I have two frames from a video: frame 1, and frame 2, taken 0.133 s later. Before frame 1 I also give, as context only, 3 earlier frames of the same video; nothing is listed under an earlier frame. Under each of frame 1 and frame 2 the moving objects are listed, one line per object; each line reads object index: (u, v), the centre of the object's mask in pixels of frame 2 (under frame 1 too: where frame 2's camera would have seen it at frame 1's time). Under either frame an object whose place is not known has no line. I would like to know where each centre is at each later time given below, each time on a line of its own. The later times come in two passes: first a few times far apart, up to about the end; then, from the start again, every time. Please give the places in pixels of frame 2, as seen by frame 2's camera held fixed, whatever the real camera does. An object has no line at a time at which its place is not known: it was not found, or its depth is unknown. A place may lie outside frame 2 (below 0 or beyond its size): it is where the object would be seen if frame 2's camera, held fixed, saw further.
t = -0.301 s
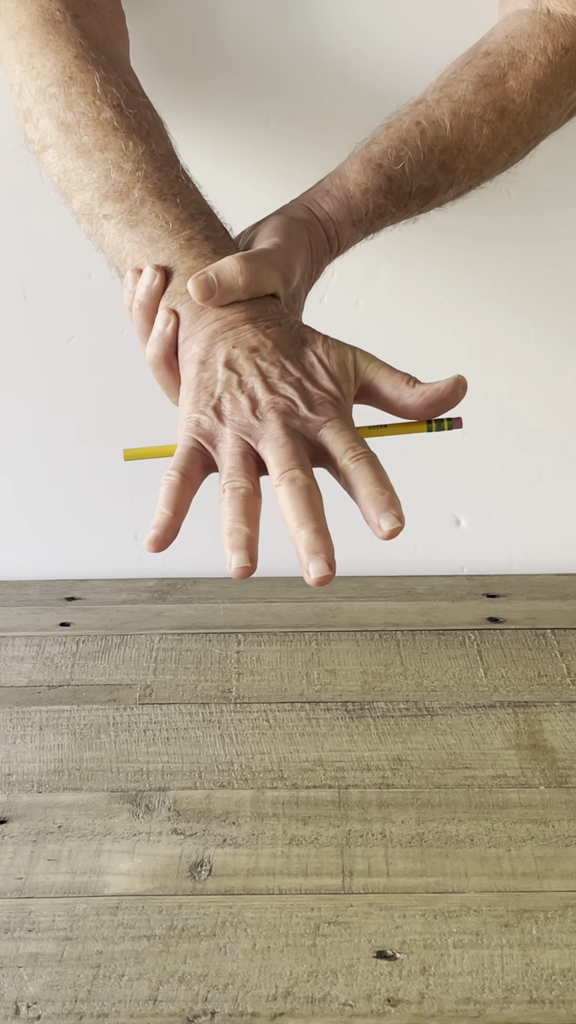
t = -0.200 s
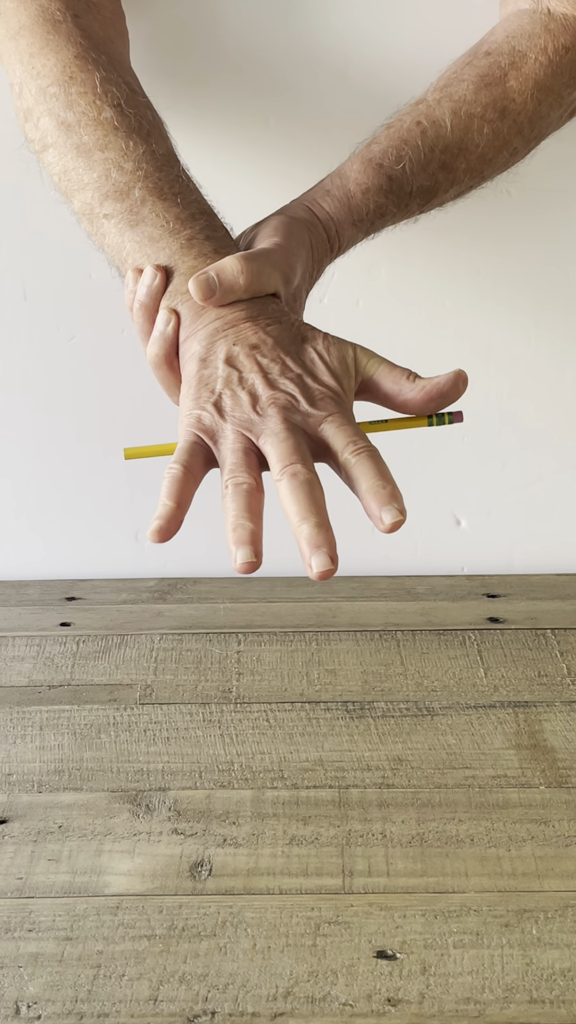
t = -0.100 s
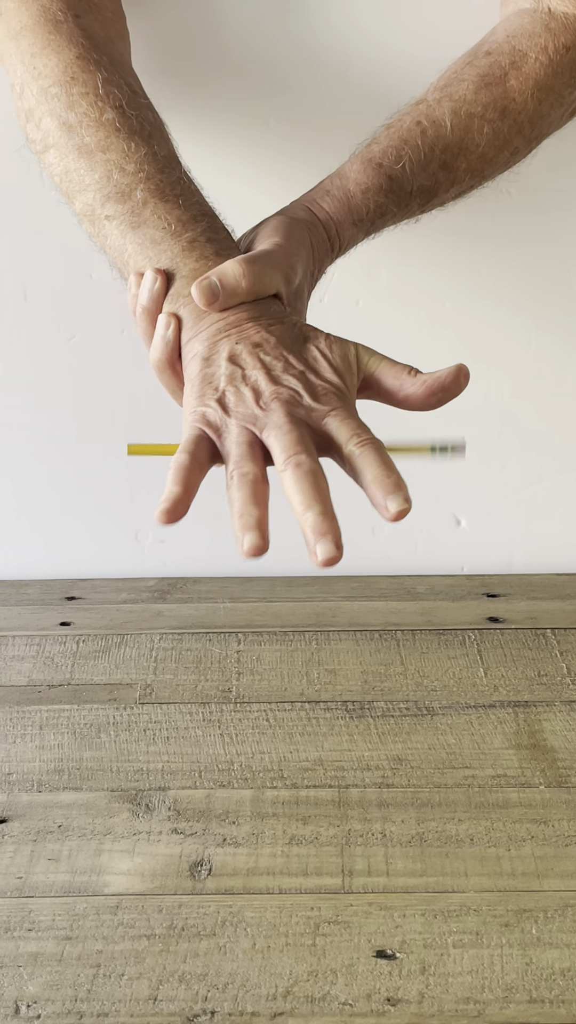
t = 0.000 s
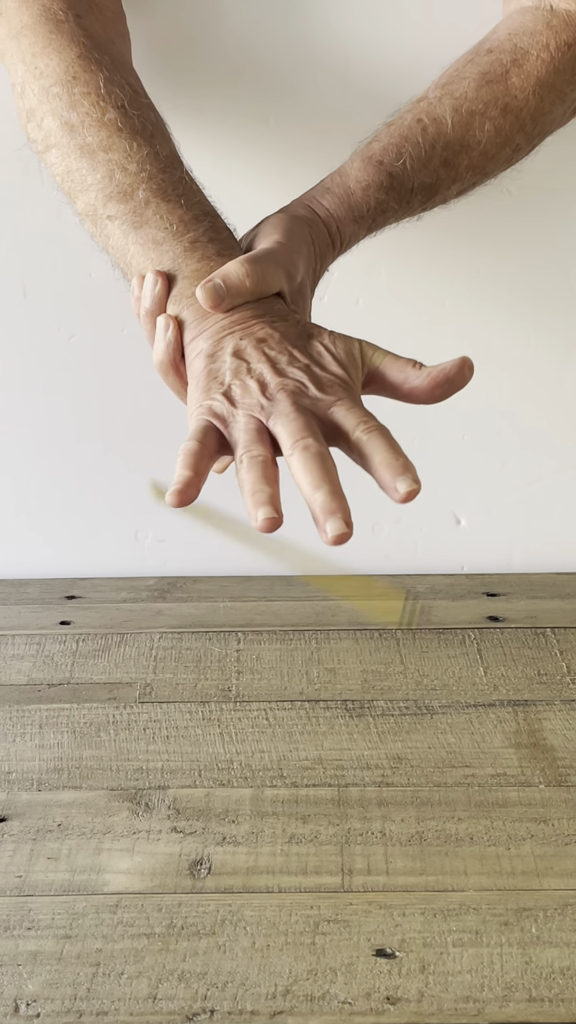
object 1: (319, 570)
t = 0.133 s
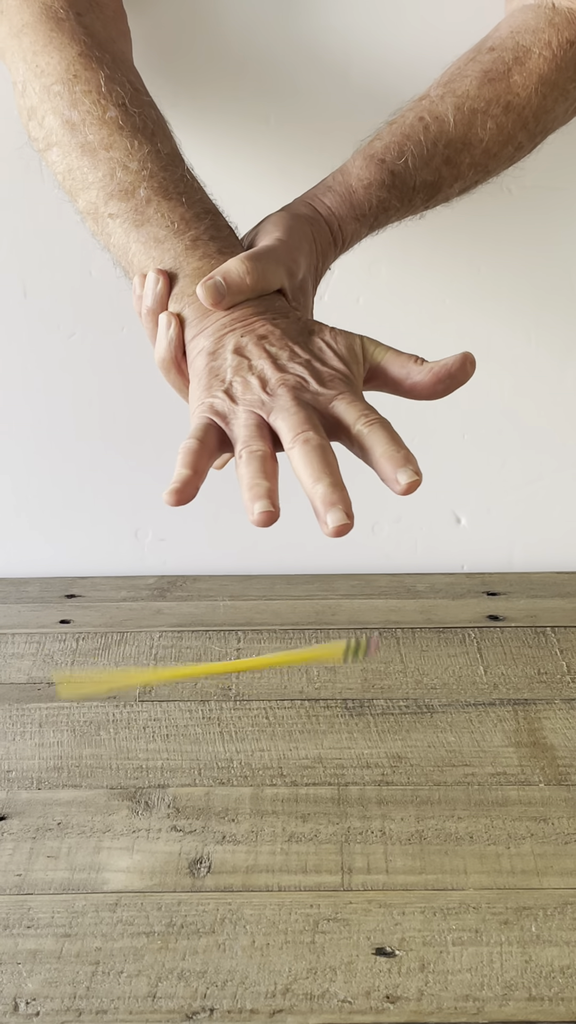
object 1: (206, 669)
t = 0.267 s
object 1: (175, 695)
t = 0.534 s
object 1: (172, 733)
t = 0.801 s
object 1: (173, 756)
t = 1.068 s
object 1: (176, 782)
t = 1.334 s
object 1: (177, 787)
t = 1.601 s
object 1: (175, 780)
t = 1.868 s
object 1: (174, 768)
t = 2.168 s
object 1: (175, 767)
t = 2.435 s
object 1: (174, 767)
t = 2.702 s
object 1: (175, 767)
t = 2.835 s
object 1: (174, 767)
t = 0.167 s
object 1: (209, 674)
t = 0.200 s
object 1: (190, 673)
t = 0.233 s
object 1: (159, 682)
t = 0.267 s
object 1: (175, 695)
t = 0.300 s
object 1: (178, 701)
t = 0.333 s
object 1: (166, 706)
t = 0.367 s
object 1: (180, 706)
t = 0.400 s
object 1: (165, 717)
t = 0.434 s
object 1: (171, 721)
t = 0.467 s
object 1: (175, 725)
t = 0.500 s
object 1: (172, 730)
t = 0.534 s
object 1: (172, 733)
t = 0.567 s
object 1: (172, 735)
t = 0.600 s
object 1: (173, 738)
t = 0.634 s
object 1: (173, 742)
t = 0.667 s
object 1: (173, 744)
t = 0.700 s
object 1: (172, 747)
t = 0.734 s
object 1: (174, 750)
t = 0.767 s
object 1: (174, 753)
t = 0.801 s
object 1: (173, 756)
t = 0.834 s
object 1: (174, 759)
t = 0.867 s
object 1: (175, 762)
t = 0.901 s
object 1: (175, 766)
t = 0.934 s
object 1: (173, 770)
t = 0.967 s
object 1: (176, 773)
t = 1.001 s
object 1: (175, 777)
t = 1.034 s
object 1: (176, 779)
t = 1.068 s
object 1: (176, 782)
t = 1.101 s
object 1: (175, 784)
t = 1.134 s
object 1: (176, 785)
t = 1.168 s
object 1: (176, 787)
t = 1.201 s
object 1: (175, 789)
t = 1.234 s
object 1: (176, 789)
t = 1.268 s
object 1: (176, 789)
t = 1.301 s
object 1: (176, 788)
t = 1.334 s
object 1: (177, 787)
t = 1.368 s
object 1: (177, 787)
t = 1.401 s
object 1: (176, 786)
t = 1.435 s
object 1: (177, 786)
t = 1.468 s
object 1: (175, 785)
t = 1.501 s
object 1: (176, 784)
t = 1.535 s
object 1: (177, 783)
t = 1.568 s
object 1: (175, 781)
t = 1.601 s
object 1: (175, 780)
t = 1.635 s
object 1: (175, 778)
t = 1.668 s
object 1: (176, 777)
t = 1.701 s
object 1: (175, 775)
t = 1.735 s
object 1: (173, 772)
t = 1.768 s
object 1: (174, 771)
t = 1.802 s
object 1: (174, 770)
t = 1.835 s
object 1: (175, 769)
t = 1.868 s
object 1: (174, 768)
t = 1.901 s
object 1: (175, 767)
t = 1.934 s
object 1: (174, 766)
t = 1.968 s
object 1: (175, 765)
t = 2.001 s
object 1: (174, 766)
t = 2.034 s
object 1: (176, 767)
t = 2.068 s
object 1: (175, 767)
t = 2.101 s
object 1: (175, 766)
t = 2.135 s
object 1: (175, 766)
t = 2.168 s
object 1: (175, 767)
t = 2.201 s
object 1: (175, 767)
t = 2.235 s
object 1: (174, 766)
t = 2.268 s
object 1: (175, 767)
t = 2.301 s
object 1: (175, 767)
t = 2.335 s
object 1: (175, 767)
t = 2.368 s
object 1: (174, 766)
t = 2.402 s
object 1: (174, 767)
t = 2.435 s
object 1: (174, 767)
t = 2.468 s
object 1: (174, 766)
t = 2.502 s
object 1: (174, 767)
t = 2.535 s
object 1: (175, 767)
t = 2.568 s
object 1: (175, 766)
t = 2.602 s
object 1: (175, 767)
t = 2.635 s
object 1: (174, 766)
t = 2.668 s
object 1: (174, 767)
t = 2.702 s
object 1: (175, 767)
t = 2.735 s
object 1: (174, 767)
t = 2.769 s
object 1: (174, 767)
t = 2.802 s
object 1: (174, 767)
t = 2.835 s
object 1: (174, 767)
